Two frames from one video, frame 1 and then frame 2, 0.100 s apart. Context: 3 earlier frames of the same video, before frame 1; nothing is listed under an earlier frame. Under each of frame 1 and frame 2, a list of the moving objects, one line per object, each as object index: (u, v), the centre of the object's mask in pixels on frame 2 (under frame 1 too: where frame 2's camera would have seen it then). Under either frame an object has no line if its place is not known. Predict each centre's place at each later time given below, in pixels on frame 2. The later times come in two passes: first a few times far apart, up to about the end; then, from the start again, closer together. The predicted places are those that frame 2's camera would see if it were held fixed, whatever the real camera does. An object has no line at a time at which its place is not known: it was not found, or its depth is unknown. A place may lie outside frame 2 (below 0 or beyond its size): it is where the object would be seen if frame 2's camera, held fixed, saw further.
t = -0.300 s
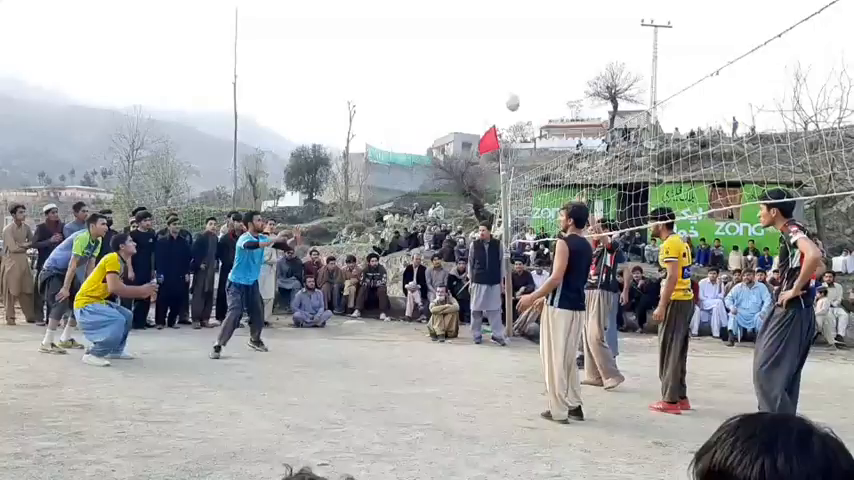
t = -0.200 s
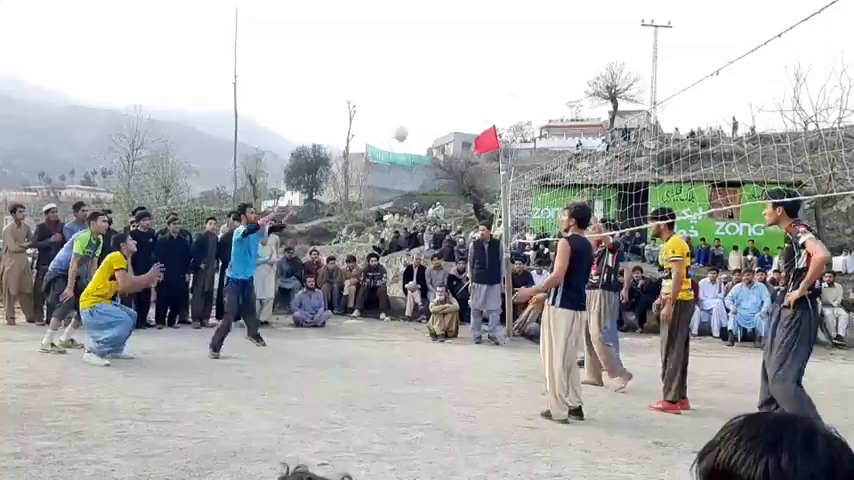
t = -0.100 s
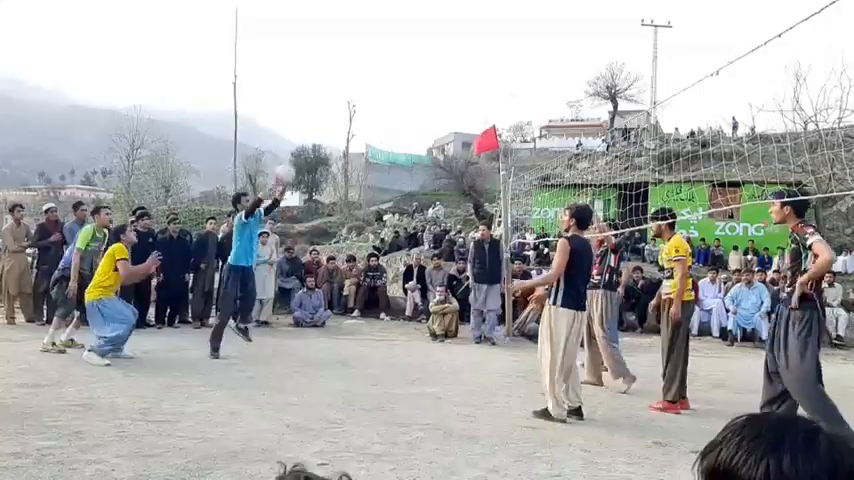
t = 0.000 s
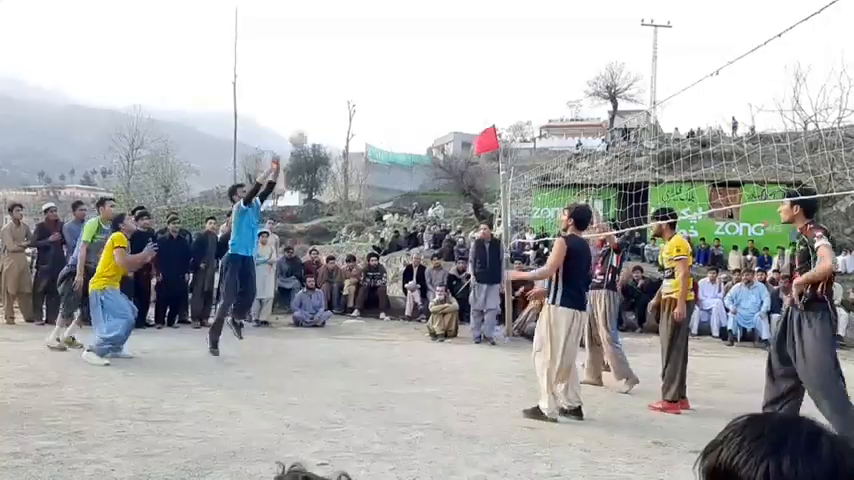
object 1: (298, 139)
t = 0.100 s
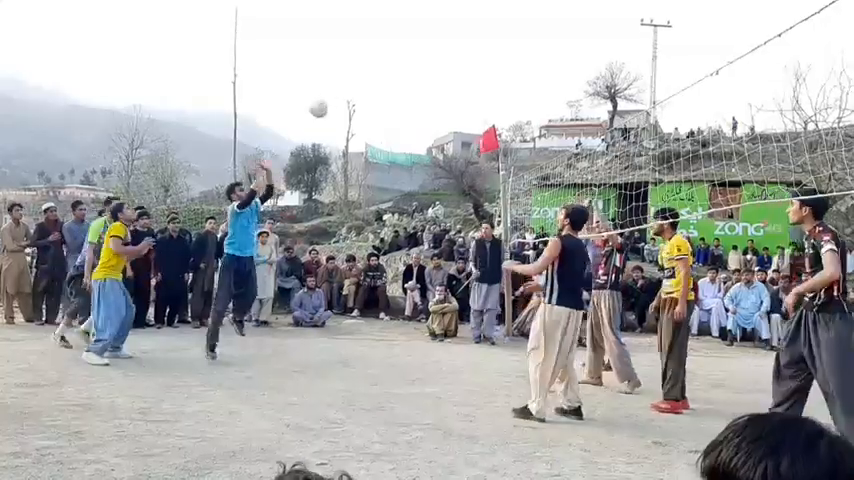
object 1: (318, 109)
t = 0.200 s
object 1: (339, 87)
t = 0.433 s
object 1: (386, 74)
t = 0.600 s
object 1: (419, 96)
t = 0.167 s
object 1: (332, 94)
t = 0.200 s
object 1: (339, 87)
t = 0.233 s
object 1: (346, 82)
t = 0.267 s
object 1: (353, 79)
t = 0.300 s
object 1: (359, 76)
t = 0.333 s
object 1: (365, 74)
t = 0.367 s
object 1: (372, 73)
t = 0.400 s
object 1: (379, 73)
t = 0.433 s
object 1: (386, 74)
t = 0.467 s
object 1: (392, 76)
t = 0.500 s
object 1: (399, 79)
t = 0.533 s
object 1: (406, 84)
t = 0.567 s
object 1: (413, 90)
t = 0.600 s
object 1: (419, 96)
